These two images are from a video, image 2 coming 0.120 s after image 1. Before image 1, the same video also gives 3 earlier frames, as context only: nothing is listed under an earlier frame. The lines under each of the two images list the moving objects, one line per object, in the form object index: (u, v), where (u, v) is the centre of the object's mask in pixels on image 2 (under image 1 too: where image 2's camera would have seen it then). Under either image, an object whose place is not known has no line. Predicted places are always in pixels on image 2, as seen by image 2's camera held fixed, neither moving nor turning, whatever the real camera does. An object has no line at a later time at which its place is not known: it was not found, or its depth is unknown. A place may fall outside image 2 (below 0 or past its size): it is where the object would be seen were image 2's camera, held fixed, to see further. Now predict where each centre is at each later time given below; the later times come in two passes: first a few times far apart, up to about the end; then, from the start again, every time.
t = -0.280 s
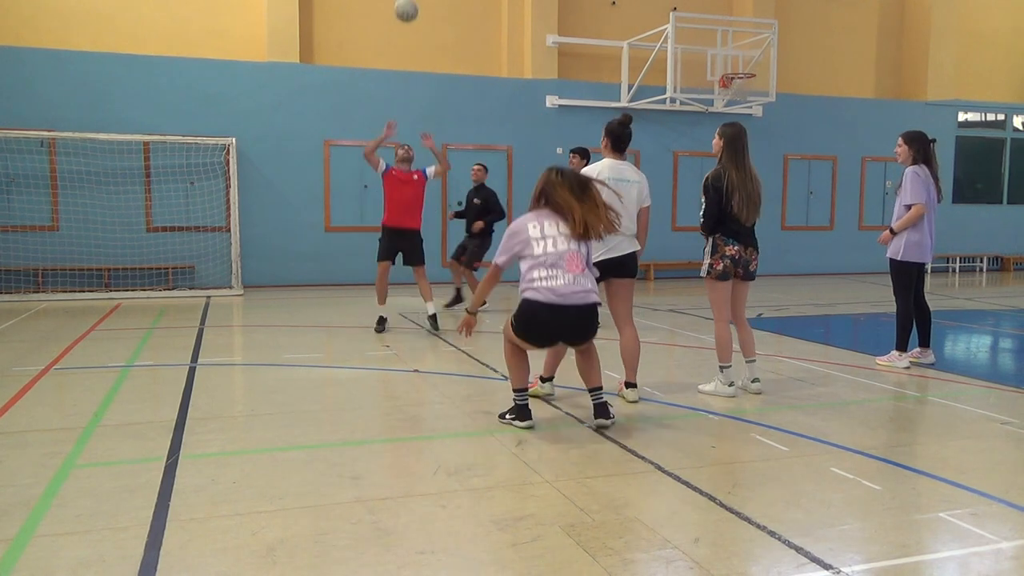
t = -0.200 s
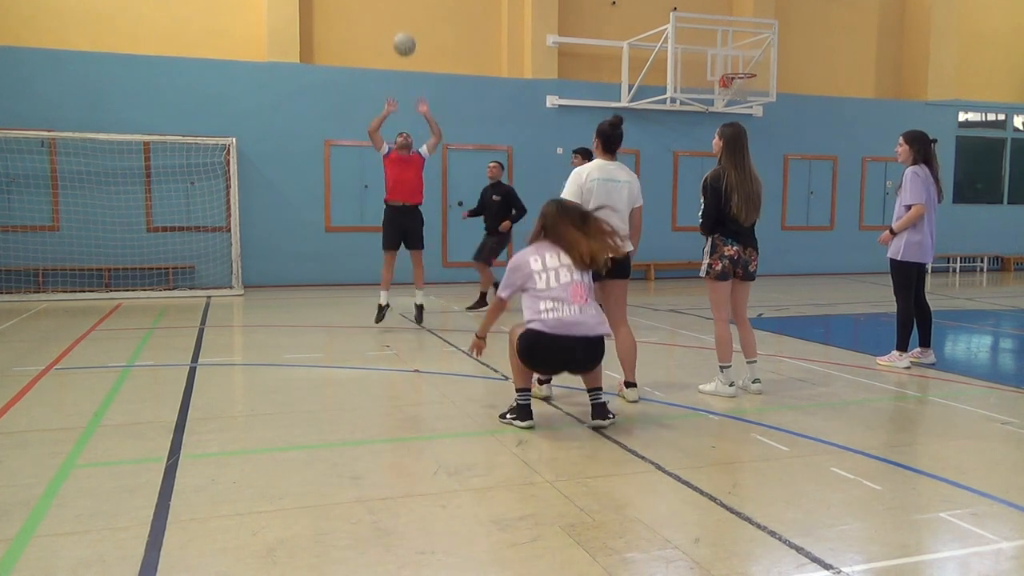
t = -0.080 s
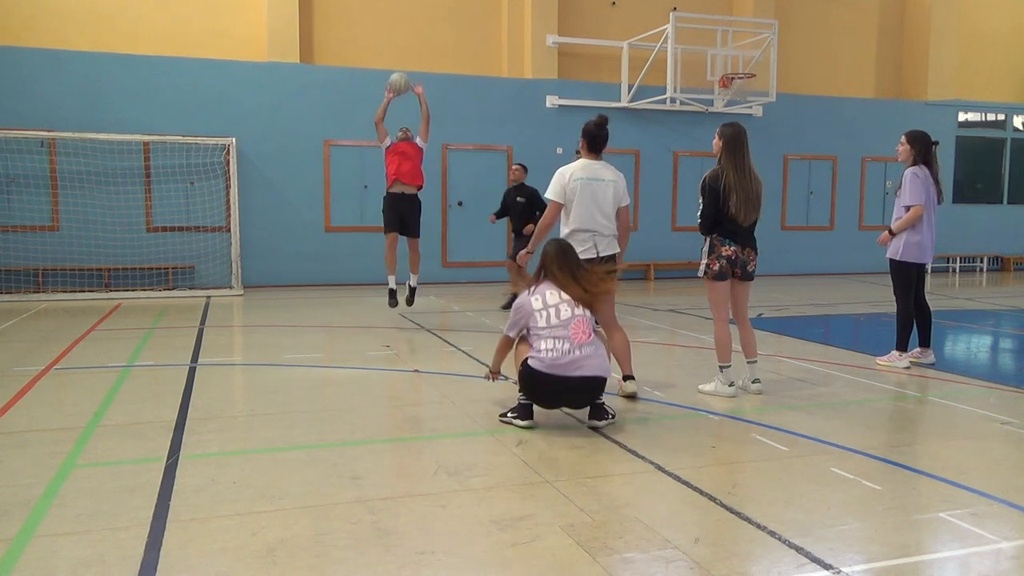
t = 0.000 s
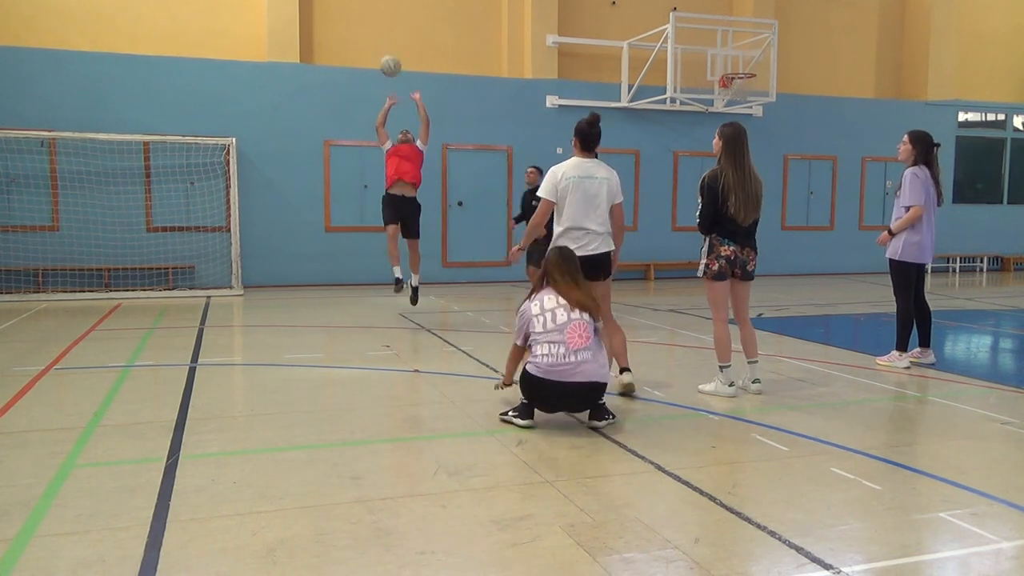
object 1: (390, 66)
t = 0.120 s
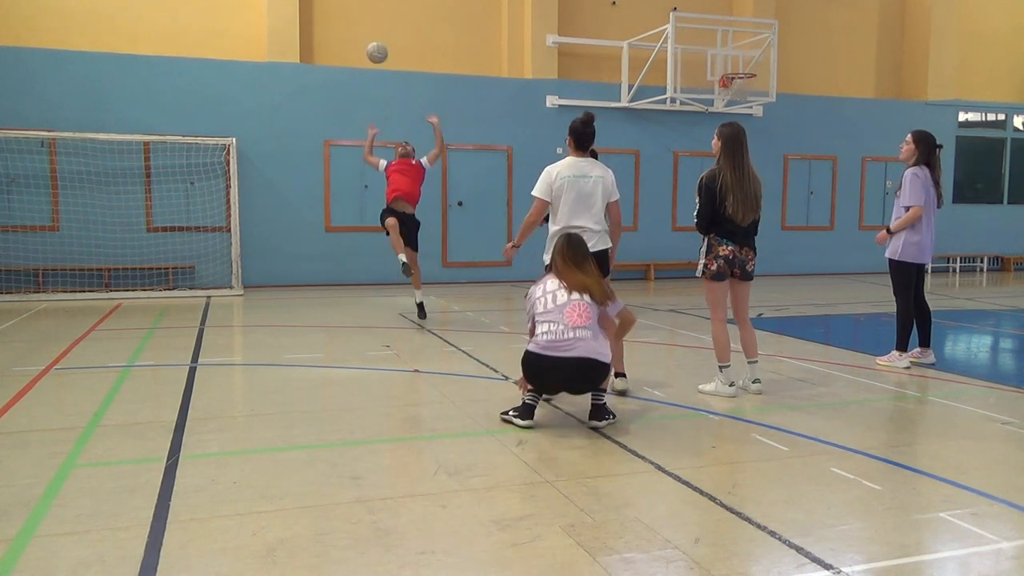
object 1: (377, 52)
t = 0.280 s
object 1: (360, 57)
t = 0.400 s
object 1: (348, 76)
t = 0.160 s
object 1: (372, 51)
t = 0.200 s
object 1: (368, 51)
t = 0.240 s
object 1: (364, 53)
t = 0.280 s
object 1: (360, 57)
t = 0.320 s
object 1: (356, 62)
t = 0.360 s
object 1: (351, 68)
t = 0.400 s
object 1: (348, 76)
